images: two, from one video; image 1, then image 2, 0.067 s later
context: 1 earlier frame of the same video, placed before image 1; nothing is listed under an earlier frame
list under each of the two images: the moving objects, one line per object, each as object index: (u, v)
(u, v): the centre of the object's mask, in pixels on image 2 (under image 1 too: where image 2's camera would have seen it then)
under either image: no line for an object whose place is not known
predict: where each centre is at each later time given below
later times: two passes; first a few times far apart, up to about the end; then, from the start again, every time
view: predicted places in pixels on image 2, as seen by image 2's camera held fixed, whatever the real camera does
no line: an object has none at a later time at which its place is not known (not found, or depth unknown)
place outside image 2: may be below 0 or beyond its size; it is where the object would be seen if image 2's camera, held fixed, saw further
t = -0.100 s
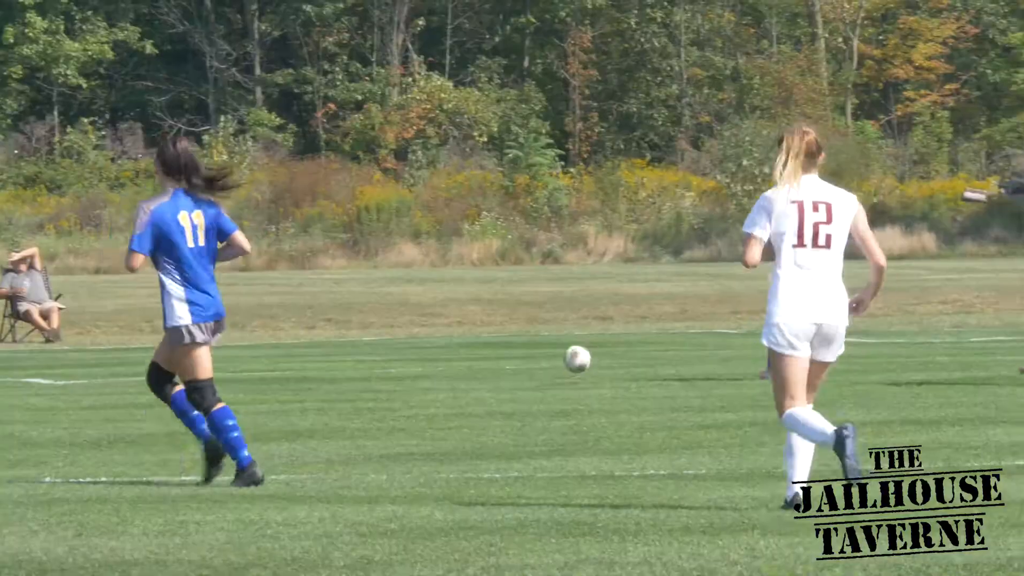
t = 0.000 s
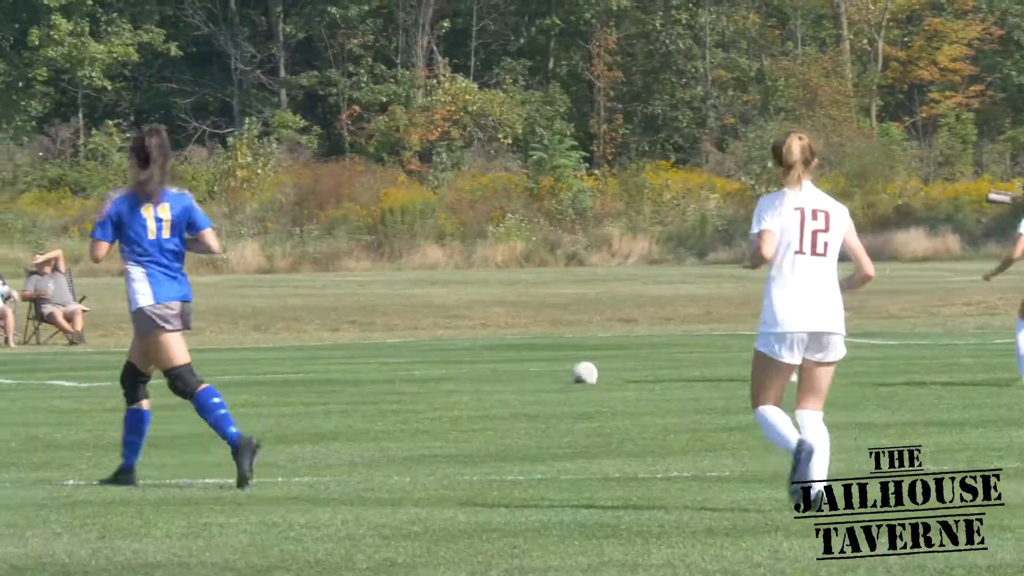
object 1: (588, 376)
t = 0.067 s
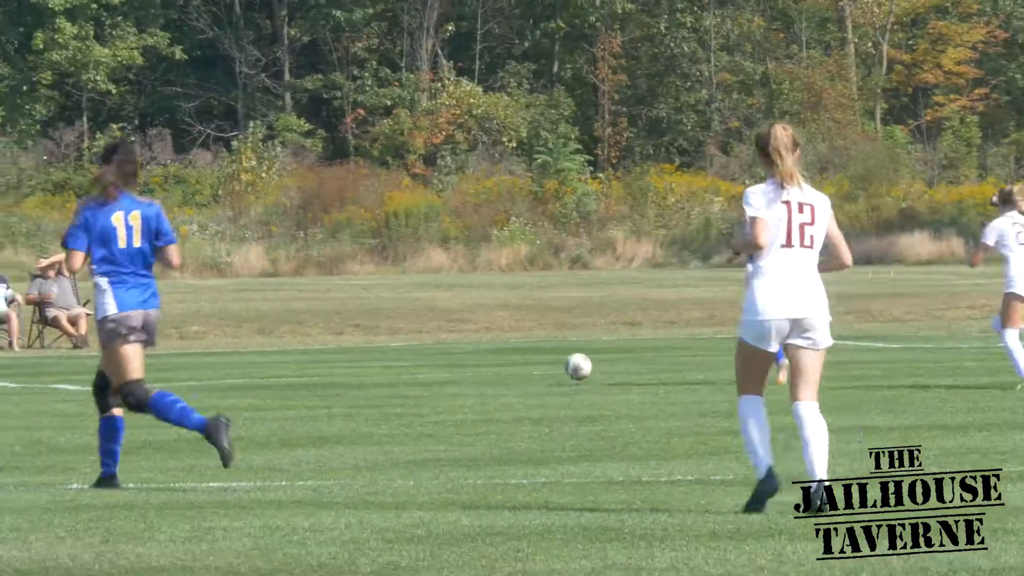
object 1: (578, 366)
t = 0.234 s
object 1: (555, 360)
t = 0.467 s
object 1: (523, 360)
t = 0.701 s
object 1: (491, 361)
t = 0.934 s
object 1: (462, 363)
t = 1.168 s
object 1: (443, 359)
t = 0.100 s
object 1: (574, 362)
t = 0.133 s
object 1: (568, 359)
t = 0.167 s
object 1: (564, 358)
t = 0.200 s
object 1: (559, 358)
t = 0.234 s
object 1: (555, 360)
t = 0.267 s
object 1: (550, 363)
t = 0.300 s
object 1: (546, 367)
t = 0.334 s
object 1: (541, 369)
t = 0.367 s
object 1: (536, 365)
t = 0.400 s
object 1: (533, 362)
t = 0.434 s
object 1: (527, 360)
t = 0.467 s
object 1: (523, 360)
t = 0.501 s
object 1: (519, 361)
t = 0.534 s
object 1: (514, 363)
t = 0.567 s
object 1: (511, 365)
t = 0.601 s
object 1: (507, 365)
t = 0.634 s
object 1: (500, 364)
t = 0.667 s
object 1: (495, 362)
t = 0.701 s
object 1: (491, 361)
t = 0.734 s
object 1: (485, 362)
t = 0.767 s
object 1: (481, 363)
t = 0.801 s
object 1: (477, 364)
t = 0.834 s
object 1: (473, 365)
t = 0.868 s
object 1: (469, 364)
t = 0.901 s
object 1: (466, 363)
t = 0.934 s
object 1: (462, 363)
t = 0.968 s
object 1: (460, 363)
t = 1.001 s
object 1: (457, 364)
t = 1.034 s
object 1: (454, 363)
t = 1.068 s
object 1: (451, 361)
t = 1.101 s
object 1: (448, 360)
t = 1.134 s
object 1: (446, 359)
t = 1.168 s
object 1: (443, 359)
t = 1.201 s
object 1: (441, 361)
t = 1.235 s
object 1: (439, 363)
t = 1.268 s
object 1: (436, 362)
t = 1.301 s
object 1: (432, 361)
